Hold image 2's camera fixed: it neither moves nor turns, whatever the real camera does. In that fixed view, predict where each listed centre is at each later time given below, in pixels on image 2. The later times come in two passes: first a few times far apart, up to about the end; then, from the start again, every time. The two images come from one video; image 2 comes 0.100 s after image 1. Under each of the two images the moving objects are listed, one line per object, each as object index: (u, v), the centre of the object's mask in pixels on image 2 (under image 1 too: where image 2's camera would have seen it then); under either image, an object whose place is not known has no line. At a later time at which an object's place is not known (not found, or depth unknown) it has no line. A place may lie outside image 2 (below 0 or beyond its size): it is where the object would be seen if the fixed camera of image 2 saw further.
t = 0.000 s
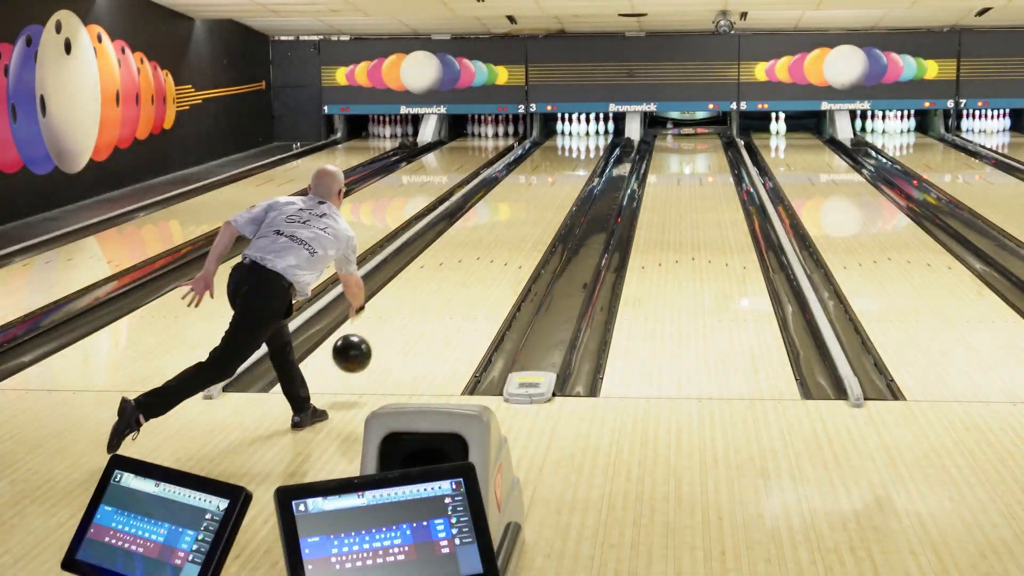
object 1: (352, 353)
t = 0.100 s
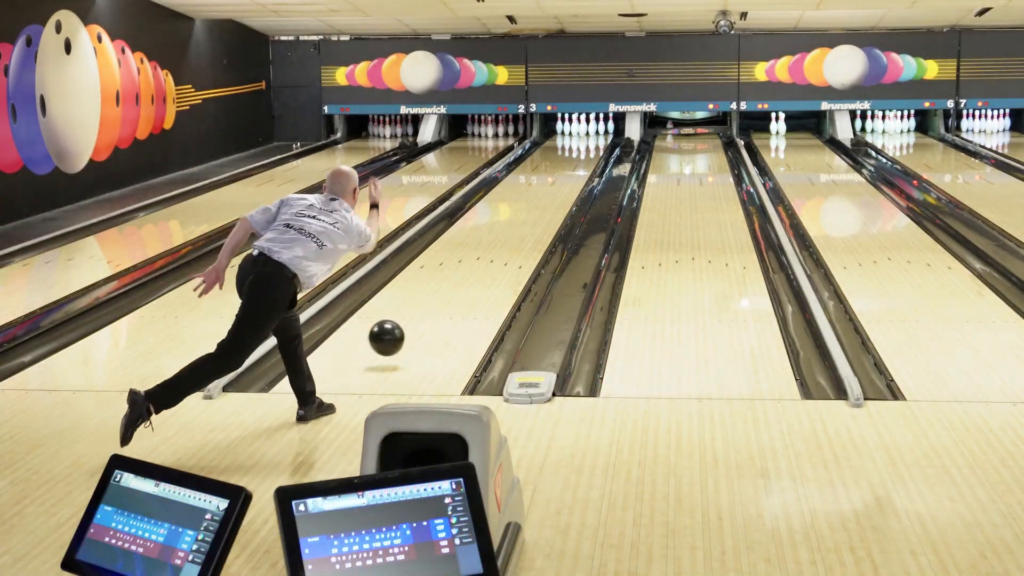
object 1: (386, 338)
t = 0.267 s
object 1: (431, 304)
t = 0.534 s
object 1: (482, 257)
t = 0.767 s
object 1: (513, 226)
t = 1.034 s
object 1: (540, 199)
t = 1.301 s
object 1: (559, 178)
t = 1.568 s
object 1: (574, 162)
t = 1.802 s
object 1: (582, 151)
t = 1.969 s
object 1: (586, 144)
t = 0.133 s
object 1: (397, 337)
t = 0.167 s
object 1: (406, 330)
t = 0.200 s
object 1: (415, 319)
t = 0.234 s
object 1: (423, 310)
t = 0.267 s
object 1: (431, 304)
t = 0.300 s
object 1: (439, 299)
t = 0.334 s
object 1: (446, 292)
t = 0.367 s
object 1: (453, 286)
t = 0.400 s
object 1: (459, 279)
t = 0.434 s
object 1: (465, 273)
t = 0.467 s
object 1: (471, 268)
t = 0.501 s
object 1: (477, 262)
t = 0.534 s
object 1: (482, 257)
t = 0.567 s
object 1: (487, 252)
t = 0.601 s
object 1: (492, 247)
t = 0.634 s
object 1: (496, 243)
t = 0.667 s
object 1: (501, 238)
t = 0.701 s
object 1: (505, 234)
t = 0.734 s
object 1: (509, 230)
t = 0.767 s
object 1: (513, 226)
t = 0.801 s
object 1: (517, 222)
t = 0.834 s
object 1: (521, 218)
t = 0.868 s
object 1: (524, 215)
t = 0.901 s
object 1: (528, 211)
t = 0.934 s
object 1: (531, 208)
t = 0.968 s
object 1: (534, 205)
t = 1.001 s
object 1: (537, 202)
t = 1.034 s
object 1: (540, 199)
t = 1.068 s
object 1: (542, 196)
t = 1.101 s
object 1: (545, 193)
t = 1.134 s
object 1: (548, 190)
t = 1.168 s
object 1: (550, 188)
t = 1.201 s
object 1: (553, 185)
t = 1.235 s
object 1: (555, 183)
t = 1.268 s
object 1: (557, 181)
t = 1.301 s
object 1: (559, 178)
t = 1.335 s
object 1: (561, 176)
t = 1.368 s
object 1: (563, 174)
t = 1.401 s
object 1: (565, 172)
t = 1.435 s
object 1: (567, 170)
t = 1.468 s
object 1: (569, 168)
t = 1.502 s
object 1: (571, 166)
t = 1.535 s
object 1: (573, 164)
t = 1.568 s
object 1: (574, 162)
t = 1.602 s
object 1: (575, 161)
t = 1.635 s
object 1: (577, 159)
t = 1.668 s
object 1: (578, 157)
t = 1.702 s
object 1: (579, 156)
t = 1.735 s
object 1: (580, 154)
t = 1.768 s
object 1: (582, 153)
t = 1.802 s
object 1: (582, 151)
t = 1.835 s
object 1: (583, 150)
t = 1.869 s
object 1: (584, 148)
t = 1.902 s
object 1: (585, 147)
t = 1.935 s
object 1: (585, 146)
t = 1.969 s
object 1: (586, 144)
